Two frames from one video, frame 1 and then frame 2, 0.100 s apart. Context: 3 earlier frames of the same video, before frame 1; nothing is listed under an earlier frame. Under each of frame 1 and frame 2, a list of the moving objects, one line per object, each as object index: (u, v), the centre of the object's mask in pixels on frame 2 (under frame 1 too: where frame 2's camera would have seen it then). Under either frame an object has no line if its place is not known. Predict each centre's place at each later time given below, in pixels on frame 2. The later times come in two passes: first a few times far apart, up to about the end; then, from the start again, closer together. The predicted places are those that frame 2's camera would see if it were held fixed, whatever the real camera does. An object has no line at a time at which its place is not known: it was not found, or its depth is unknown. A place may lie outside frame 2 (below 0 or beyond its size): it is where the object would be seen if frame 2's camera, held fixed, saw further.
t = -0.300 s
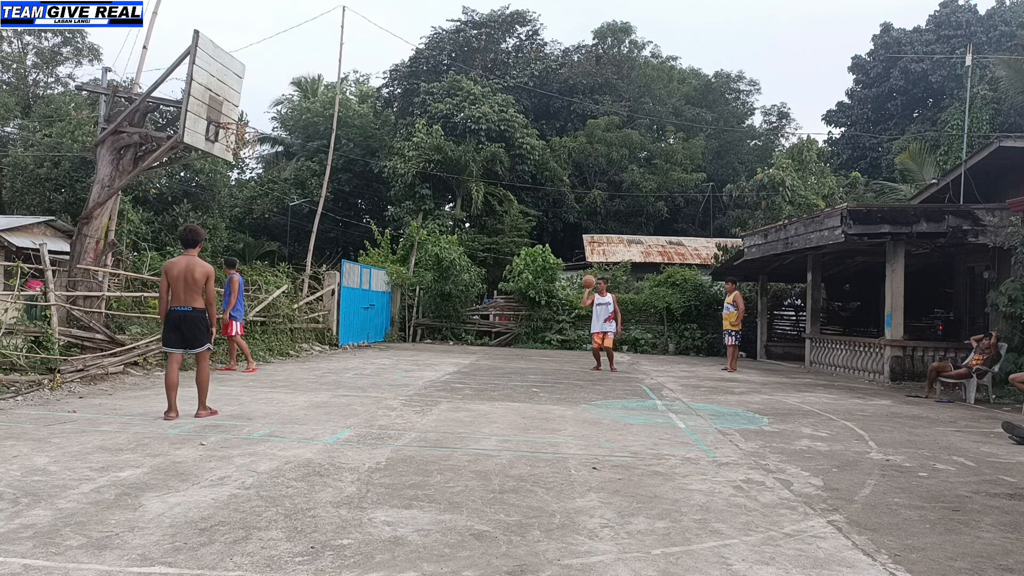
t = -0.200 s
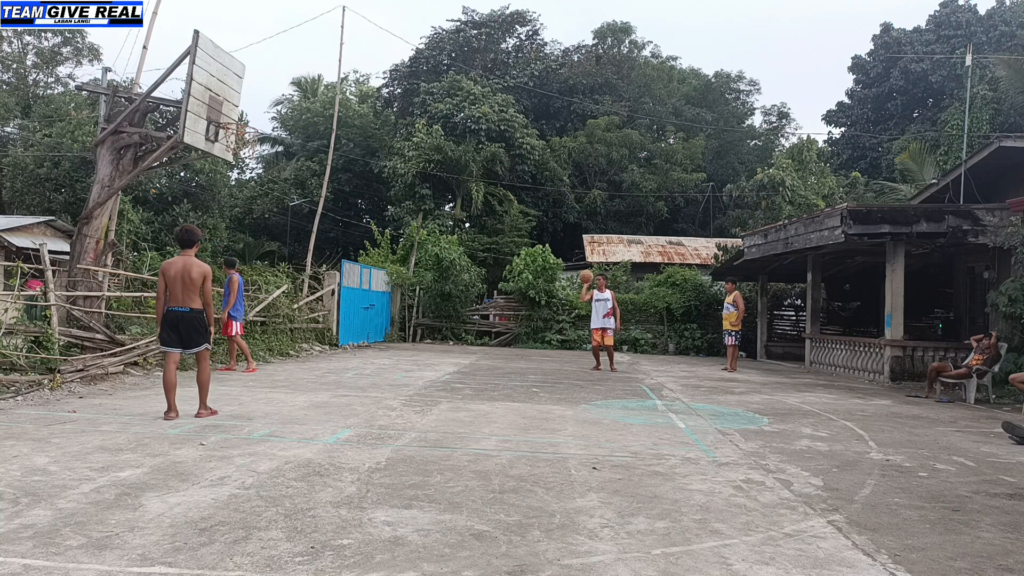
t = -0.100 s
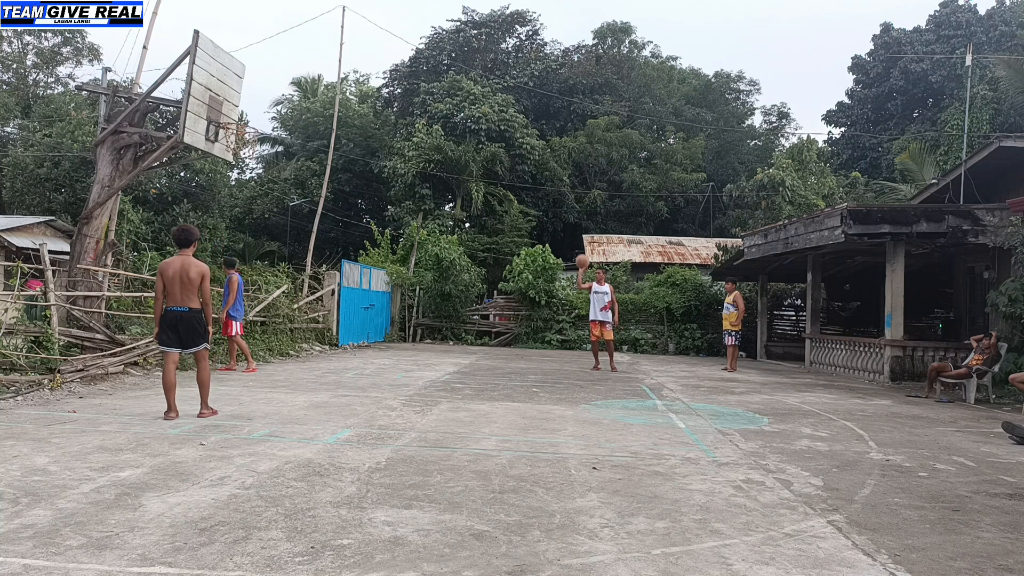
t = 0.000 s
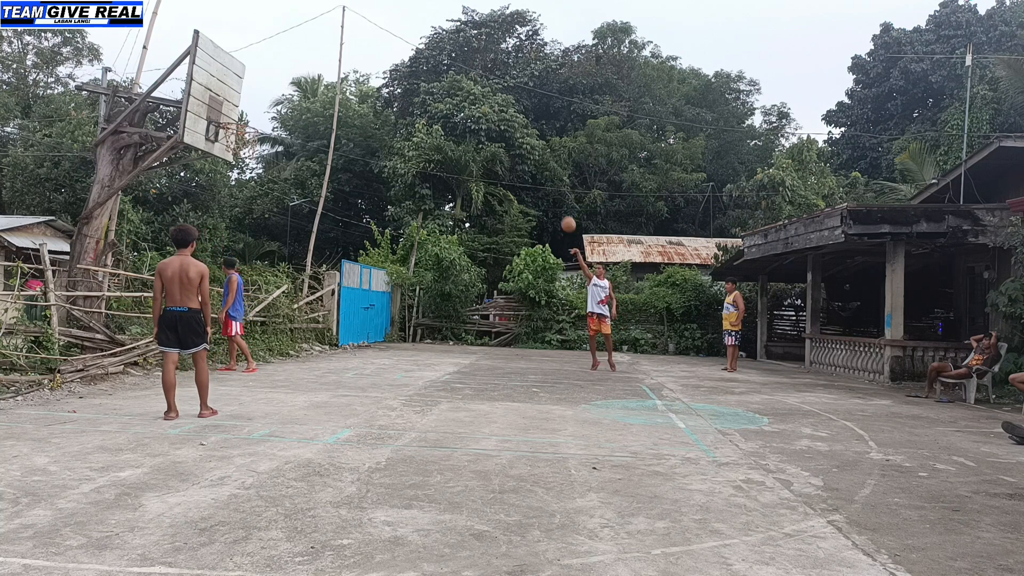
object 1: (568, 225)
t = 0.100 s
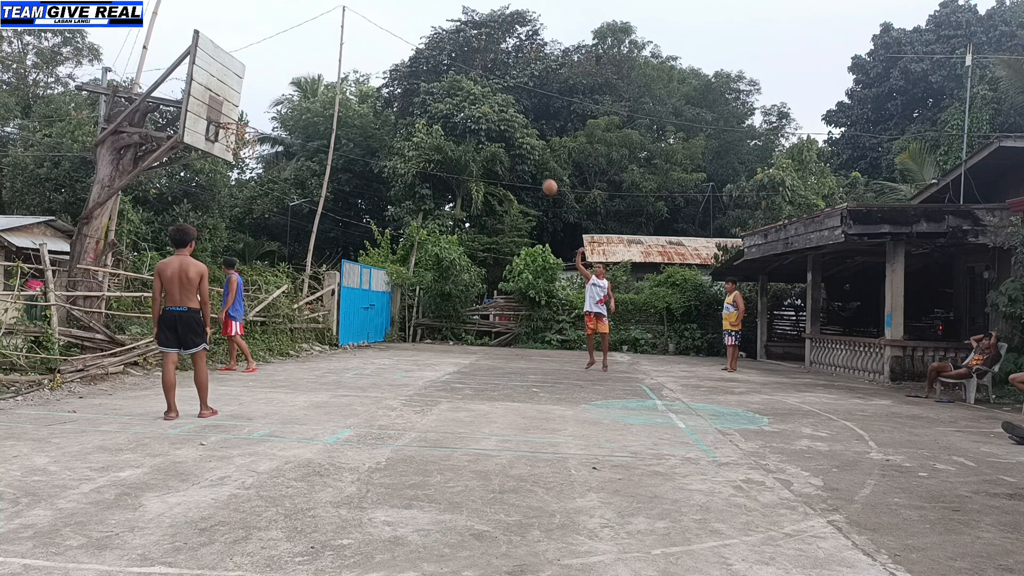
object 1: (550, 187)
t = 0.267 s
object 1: (517, 134)
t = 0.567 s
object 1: (448, 71)
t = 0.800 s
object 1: (384, 57)
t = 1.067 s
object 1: (298, 88)
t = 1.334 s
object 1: (234, 79)
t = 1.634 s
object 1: (245, 51)
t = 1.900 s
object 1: (263, 95)
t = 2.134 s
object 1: (278, 192)
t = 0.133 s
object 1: (544, 176)
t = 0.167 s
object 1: (537, 165)
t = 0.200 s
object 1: (530, 154)
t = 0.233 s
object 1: (524, 144)
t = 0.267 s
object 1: (517, 134)
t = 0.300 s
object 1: (510, 125)
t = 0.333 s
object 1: (503, 117)
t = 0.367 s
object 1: (495, 109)
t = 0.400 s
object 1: (488, 101)
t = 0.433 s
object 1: (480, 93)
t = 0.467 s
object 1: (472, 87)
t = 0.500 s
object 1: (464, 81)
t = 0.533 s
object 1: (456, 76)
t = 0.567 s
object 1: (448, 71)
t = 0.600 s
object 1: (440, 67)
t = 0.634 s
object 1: (431, 63)
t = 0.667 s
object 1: (422, 61)
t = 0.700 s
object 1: (414, 59)
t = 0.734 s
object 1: (404, 58)
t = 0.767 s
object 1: (394, 57)
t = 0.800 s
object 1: (384, 57)
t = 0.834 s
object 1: (374, 58)
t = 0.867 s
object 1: (364, 59)
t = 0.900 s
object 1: (354, 62)
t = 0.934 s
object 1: (343, 65)
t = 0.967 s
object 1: (332, 69)
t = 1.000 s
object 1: (320, 75)
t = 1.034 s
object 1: (309, 81)
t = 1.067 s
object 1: (298, 88)
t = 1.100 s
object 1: (285, 97)
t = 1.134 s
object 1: (272, 106)
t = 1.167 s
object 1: (259, 116)
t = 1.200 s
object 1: (249, 120)
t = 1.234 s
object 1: (246, 110)
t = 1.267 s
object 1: (242, 99)
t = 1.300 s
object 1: (238, 89)
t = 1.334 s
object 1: (234, 79)
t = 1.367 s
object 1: (230, 71)
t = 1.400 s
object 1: (227, 64)
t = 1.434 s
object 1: (229, 59)
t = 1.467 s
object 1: (232, 55)
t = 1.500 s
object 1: (235, 53)
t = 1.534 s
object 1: (237, 51)
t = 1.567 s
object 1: (240, 50)
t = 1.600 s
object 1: (242, 50)
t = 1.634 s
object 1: (245, 51)
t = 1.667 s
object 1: (247, 53)
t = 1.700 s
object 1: (249, 56)
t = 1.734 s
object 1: (252, 60)
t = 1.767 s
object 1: (254, 65)
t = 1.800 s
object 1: (256, 71)
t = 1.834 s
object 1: (258, 78)
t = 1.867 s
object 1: (261, 86)
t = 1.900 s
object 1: (263, 95)
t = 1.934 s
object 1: (266, 106)
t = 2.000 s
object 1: (270, 130)
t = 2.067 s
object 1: (275, 159)
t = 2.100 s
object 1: (276, 174)
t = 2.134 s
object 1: (278, 192)
